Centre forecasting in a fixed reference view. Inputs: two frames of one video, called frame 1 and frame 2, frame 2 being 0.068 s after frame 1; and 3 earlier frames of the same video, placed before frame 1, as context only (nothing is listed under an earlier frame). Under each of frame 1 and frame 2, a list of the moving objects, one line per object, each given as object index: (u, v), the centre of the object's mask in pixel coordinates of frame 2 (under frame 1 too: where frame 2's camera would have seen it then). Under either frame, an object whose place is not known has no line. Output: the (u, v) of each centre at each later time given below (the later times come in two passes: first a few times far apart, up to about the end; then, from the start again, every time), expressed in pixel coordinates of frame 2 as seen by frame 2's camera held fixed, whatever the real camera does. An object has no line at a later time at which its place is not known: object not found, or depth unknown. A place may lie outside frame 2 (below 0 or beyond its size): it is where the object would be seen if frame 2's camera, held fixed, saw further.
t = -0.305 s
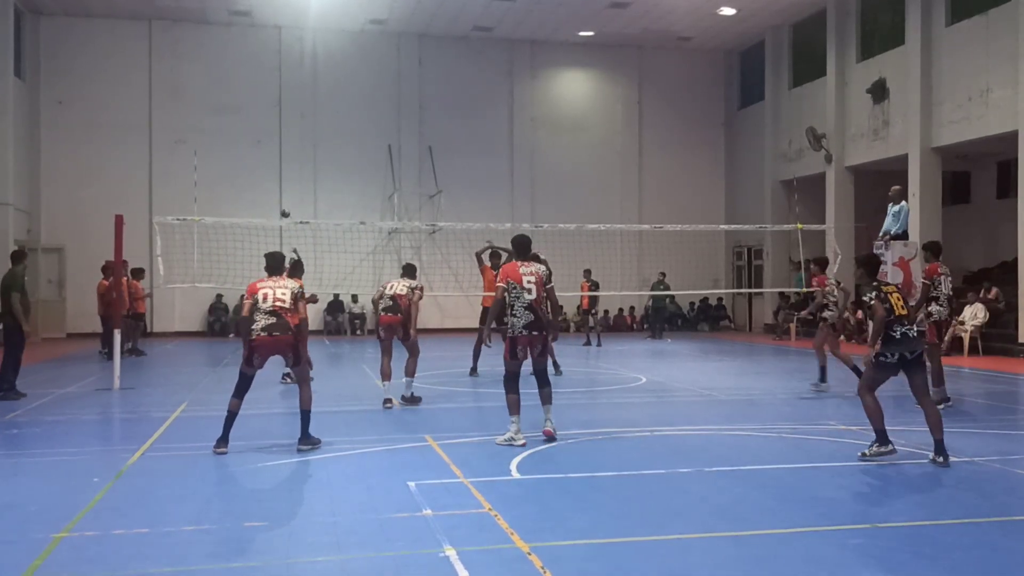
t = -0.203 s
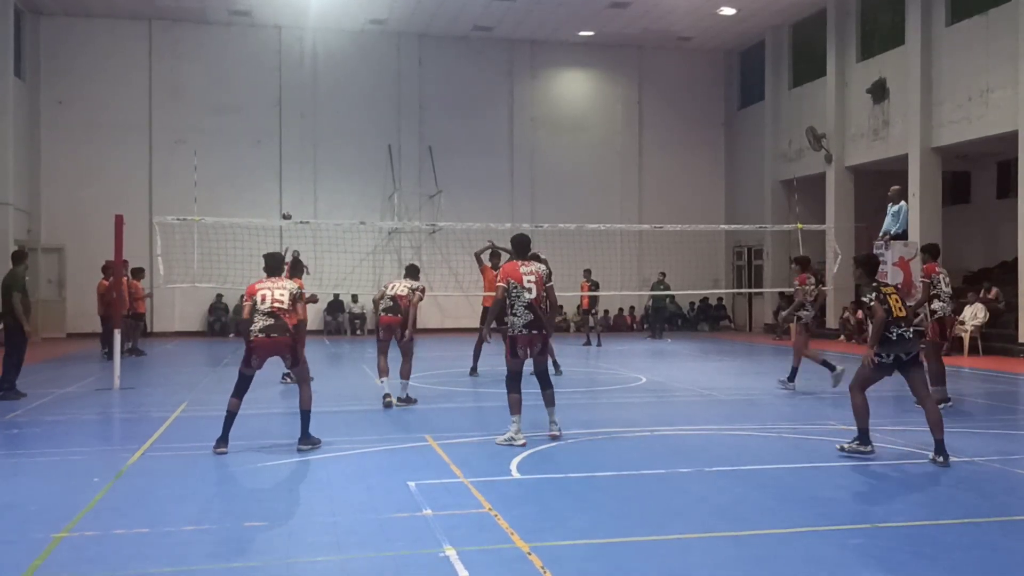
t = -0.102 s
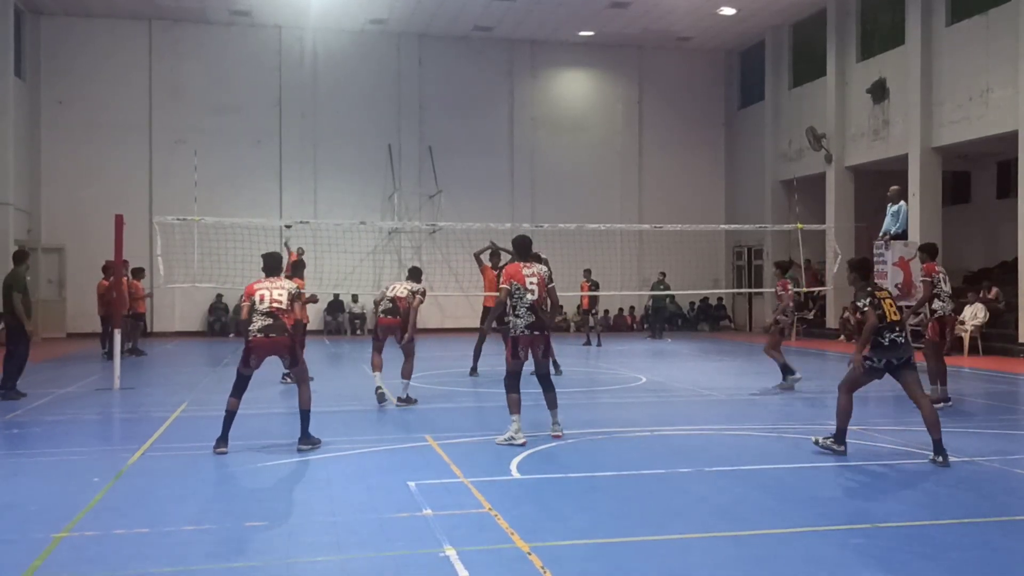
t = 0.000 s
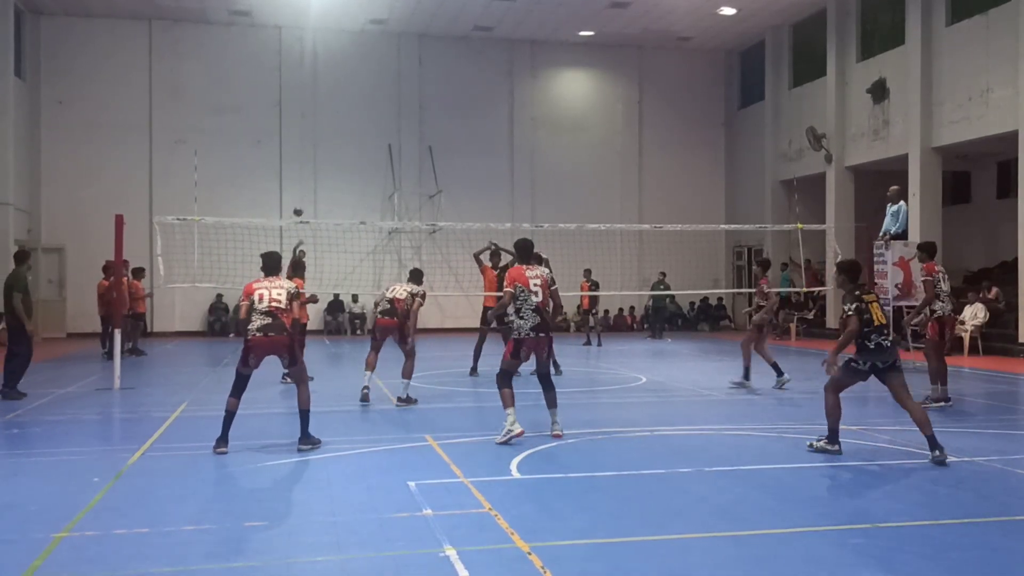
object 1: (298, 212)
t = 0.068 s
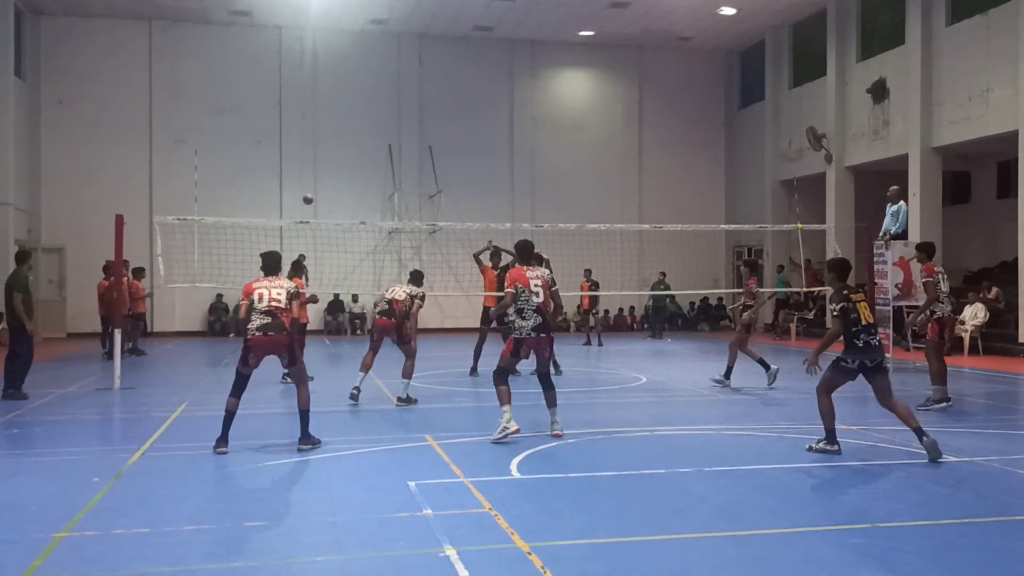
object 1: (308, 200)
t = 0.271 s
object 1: (345, 176)
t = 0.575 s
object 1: (434, 197)
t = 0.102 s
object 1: (313, 194)
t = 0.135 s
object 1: (318, 190)
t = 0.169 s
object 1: (324, 185)
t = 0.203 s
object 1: (331, 181)
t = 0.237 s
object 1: (337, 178)
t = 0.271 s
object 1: (345, 176)
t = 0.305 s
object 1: (352, 174)
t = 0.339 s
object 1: (360, 174)
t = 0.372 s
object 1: (369, 174)
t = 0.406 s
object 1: (378, 174)
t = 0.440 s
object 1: (388, 177)
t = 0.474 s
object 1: (398, 180)
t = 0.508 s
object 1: (409, 184)
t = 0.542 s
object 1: (421, 190)
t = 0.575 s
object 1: (434, 197)
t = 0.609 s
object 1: (447, 205)
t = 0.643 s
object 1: (461, 216)
